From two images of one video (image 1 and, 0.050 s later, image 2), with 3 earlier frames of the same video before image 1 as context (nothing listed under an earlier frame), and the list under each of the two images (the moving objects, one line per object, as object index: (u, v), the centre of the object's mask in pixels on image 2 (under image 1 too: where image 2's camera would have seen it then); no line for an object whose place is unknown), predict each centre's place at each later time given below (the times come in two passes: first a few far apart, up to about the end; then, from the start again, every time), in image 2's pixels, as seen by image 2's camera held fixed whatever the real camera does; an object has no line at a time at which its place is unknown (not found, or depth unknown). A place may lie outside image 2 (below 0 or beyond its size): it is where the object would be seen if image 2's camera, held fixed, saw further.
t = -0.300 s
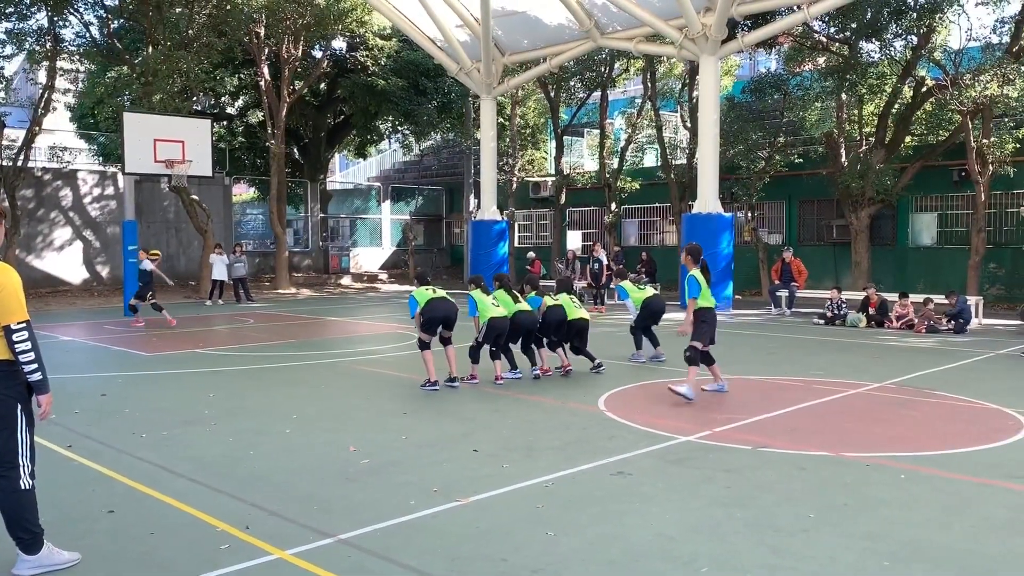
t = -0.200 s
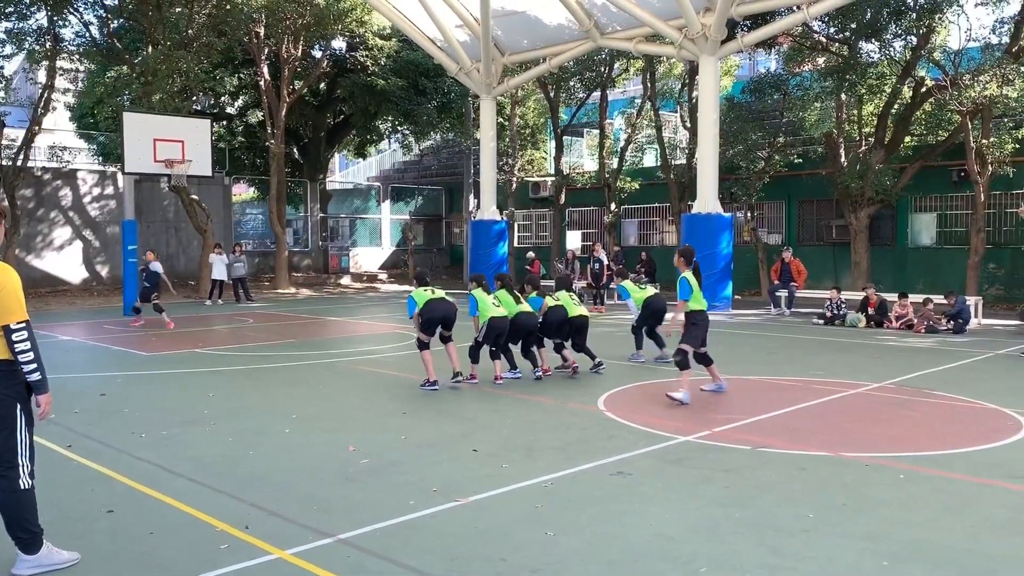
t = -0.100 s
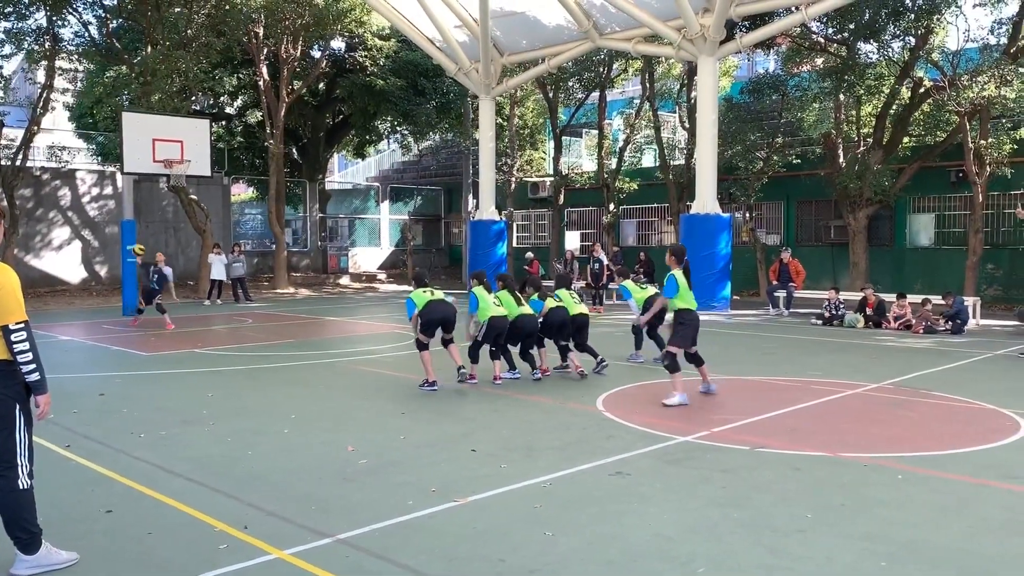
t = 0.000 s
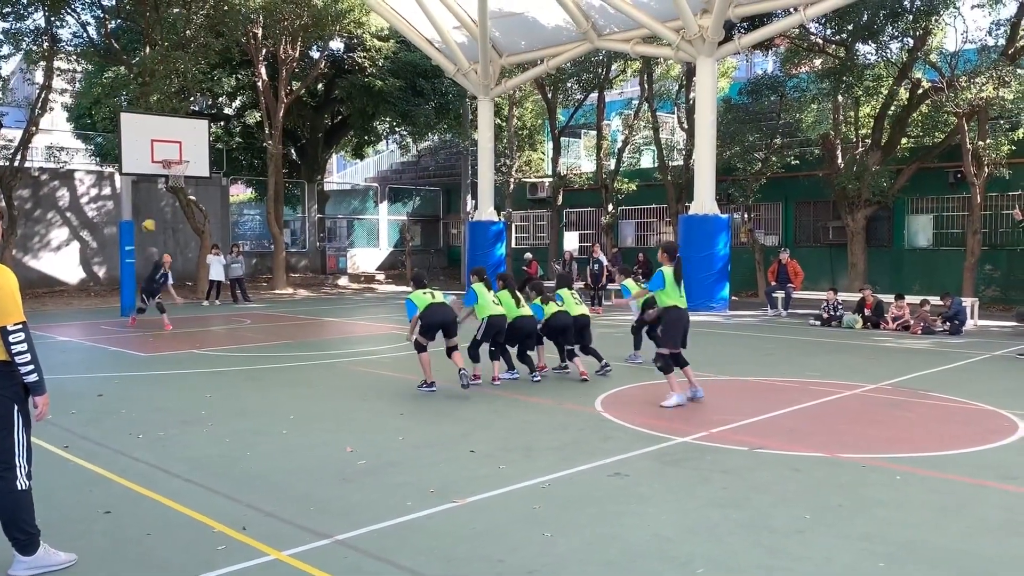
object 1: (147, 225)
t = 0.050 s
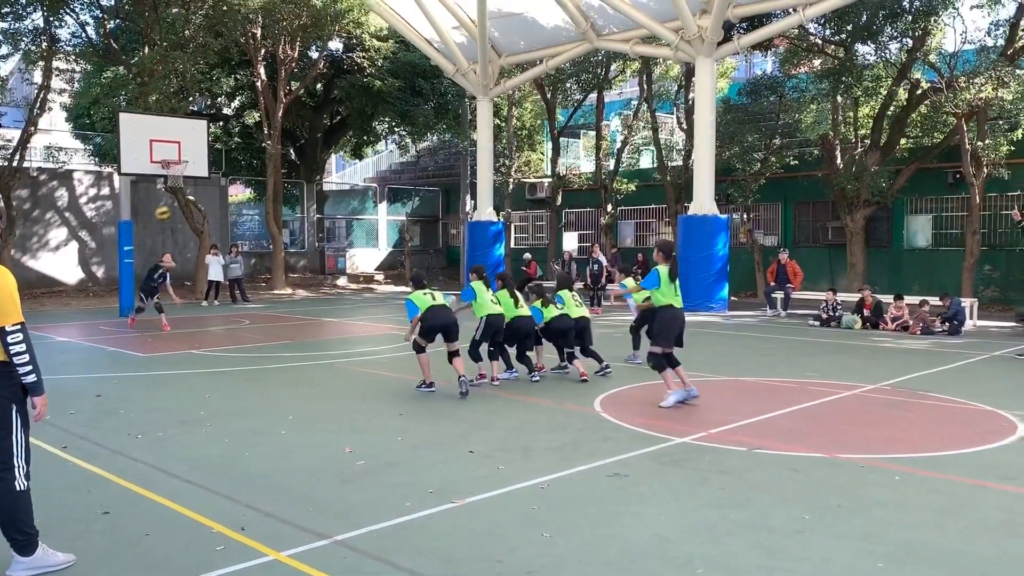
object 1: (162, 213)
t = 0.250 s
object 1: (235, 164)
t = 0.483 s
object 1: (352, 114)
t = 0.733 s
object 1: (543, 80)
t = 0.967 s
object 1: (843, 91)
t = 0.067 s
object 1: (167, 208)
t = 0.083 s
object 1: (172, 205)
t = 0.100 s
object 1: (179, 199)
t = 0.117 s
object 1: (184, 195)
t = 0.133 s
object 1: (190, 192)
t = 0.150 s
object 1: (195, 188)
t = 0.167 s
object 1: (203, 183)
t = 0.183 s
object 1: (209, 179)
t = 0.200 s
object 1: (216, 175)
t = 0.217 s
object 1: (222, 171)
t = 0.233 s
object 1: (227, 168)
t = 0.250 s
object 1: (235, 164)
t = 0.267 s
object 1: (242, 159)
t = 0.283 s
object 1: (249, 156)
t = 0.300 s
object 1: (257, 151)
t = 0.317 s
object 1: (264, 148)
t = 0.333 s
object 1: (272, 143)
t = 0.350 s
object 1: (280, 141)
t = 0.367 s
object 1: (289, 137)
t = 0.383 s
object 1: (296, 134)
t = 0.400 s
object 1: (305, 130)
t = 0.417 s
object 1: (314, 126)
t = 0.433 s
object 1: (324, 123)
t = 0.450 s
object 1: (332, 121)
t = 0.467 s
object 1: (342, 117)
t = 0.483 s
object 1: (352, 114)
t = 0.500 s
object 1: (362, 110)
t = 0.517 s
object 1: (373, 107)
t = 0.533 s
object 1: (383, 104)
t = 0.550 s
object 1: (394, 103)
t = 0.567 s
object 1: (406, 99)
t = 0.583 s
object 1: (417, 97)
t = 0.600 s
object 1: (429, 95)
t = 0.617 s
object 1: (442, 92)
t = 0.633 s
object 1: (454, 90)
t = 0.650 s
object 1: (468, 88)
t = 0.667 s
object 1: (481, 86)
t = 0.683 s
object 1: (497, 83)
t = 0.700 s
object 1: (510, 82)
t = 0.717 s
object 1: (526, 80)
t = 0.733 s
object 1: (543, 80)
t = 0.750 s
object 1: (557, 79)
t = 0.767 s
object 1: (576, 77)
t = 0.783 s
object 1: (592, 77)
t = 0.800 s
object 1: (609, 77)
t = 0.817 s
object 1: (629, 76)
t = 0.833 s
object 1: (650, 77)
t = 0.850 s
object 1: (668, 78)
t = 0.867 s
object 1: (690, 79)
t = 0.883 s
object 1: (714, 81)
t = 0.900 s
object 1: (736, 81)
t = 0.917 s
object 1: (762, 83)
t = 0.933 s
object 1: (785, 85)
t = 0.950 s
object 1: (814, 87)
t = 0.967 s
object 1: (843, 91)
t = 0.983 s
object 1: (871, 94)
